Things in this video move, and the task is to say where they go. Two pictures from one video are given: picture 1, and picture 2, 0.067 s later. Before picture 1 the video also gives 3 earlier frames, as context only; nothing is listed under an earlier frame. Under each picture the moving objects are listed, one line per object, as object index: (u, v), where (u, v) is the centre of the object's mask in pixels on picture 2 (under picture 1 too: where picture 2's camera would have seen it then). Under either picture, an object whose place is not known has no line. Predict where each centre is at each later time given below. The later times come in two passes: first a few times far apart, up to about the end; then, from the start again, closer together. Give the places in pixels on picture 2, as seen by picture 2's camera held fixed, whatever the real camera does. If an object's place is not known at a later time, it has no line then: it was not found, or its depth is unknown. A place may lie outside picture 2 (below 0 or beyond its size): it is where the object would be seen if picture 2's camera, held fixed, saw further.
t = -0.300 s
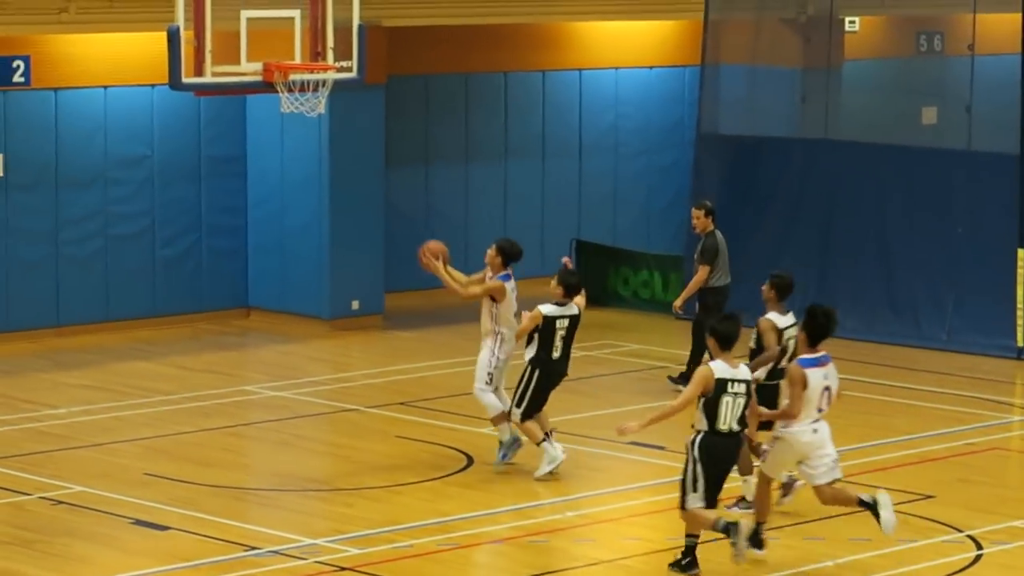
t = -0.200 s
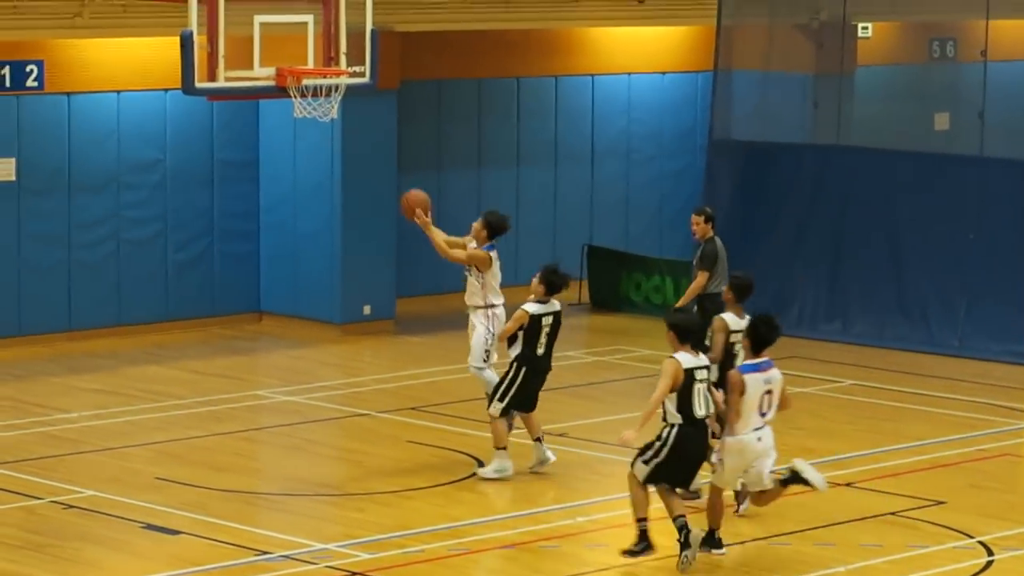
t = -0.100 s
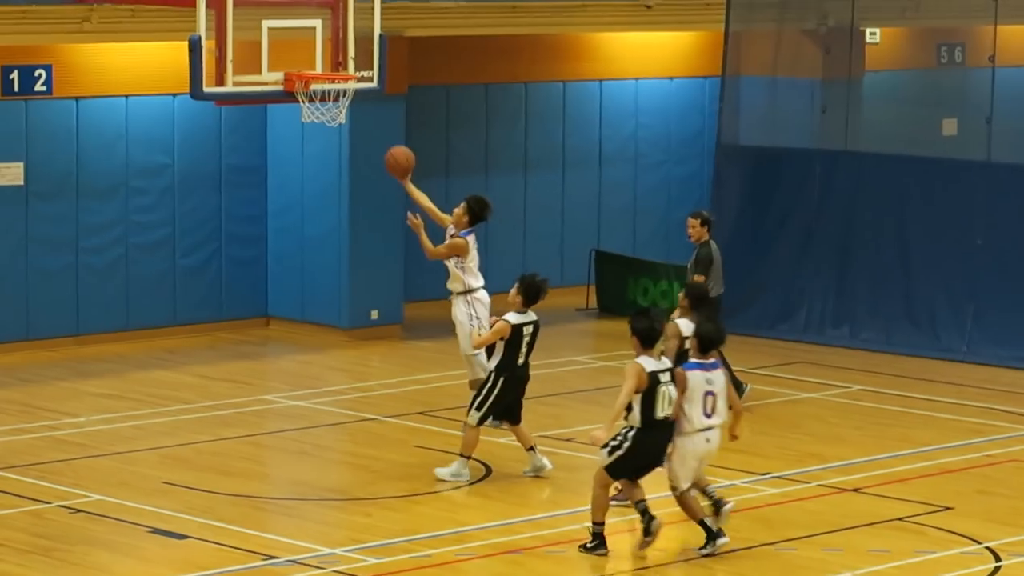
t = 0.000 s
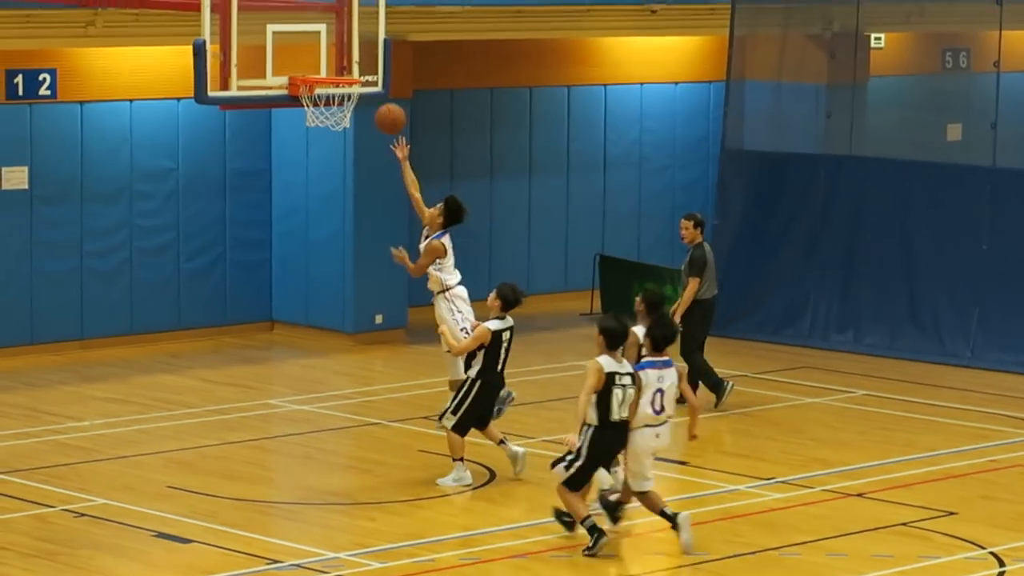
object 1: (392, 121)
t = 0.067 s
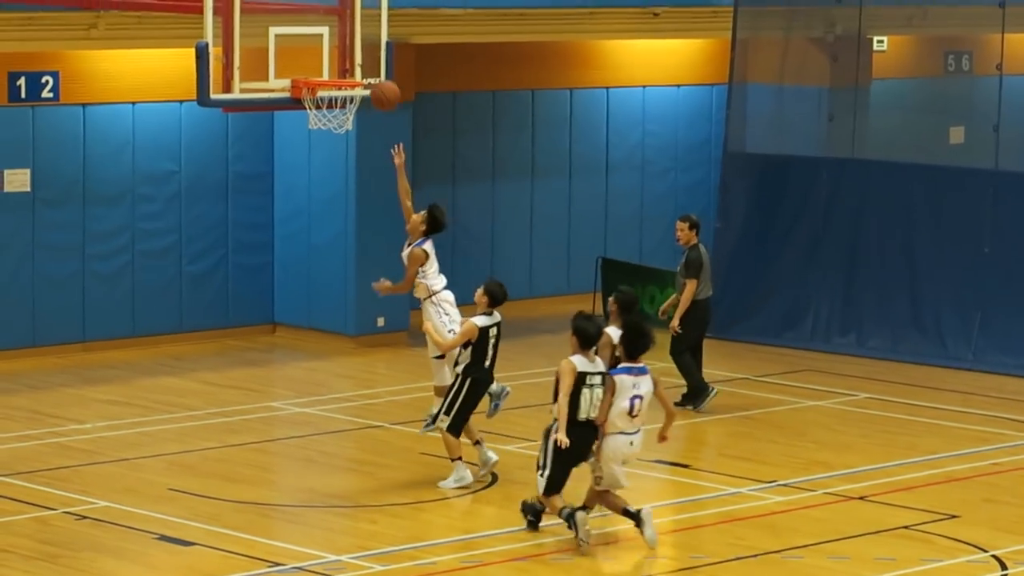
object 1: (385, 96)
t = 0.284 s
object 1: (360, 50)
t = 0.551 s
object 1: (329, 66)
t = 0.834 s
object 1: (352, 66)
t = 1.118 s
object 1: (354, 68)
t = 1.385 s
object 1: (332, 75)
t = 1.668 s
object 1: (308, 150)
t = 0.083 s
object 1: (383, 90)
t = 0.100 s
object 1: (381, 84)
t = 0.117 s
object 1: (379, 79)
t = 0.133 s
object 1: (377, 74)
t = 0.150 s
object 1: (375, 70)
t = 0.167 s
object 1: (373, 67)
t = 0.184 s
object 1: (371, 63)
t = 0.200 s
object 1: (369, 61)
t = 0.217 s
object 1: (367, 58)
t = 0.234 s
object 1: (364, 54)
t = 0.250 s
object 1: (363, 52)
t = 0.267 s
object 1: (361, 51)
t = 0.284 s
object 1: (360, 50)
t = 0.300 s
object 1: (358, 48)
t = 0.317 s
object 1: (355, 47)
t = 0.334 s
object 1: (354, 47)
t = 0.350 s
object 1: (352, 46)
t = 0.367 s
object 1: (349, 47)
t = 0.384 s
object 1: (347, 47)
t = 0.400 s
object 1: (345, 48)
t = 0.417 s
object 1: (343, 50)
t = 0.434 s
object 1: (341, 51)
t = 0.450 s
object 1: (339, 53)
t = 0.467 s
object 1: (337, 55)
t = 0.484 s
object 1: (335, 58)
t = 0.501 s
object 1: (333, 62)
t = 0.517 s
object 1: (331, 65)
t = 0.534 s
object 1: (329, 66)
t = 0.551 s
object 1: (329, 66)
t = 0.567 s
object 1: (331, 65)
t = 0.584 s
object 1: (332, 64)
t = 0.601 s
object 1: (334, 63)
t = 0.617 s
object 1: (335, 63)
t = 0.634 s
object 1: (339, 63)
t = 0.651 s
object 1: (340, 63)
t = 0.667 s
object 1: (342, 64)
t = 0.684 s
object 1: (344, 64)
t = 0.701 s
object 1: (346, 65)
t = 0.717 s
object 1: (346, 65)
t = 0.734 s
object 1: (347, 65)
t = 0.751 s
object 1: (348, 65)
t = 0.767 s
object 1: (350, 65)
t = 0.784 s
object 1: (350, 65)
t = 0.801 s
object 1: (351, 66)
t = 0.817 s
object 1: (351, 66)
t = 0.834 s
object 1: (352, 66)
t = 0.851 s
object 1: (353, 66)
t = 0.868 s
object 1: (353, 66)
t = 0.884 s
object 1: (353, 66)
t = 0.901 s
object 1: (354, 66)
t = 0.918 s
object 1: (354, 66)
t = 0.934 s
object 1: (354, 66)
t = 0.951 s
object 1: (355, 67)
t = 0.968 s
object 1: (355, 67)
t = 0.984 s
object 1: (355, 67)
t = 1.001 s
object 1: (355, 67)
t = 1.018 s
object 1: (355, 67)
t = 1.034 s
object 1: (355, 67)
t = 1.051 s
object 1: (355, 67)
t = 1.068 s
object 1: (355, 68)
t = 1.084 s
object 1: (355, 68)
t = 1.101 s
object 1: (354, 68)
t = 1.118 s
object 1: (354, 68)
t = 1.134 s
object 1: (353, 69)
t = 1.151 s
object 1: (353, 69)
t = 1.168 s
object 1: (352, 69)
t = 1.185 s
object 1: (351, 69)
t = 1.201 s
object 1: (350, 70)
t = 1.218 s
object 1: (349, 70)
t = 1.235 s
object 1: (348, 70)
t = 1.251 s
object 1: (346, 71)
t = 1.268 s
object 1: (345, 71)
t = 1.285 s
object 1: (343, 72)
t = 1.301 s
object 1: (341, 72)
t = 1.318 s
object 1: (339, 72)
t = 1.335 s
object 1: (337, 73)
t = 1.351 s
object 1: (336, 74)
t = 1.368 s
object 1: (334, 75)
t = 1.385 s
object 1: (332, 75)
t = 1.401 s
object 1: (331, 76)
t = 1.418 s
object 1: (329, 77)
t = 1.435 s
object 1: (328, 77)
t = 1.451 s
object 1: (323, 93)
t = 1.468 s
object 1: (325, 97)
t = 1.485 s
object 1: (323, 99)
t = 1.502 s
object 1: (321, 100)
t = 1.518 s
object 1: (319, 102)
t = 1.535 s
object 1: (317, 106)
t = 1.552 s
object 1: (315, 110)
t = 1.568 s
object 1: (314, 114)
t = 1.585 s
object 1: (312, 117)
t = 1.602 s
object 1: (312, 131)
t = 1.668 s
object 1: (308, 150)
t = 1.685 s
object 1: (306, 156)
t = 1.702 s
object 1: (305, 163)
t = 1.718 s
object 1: (304, 170)
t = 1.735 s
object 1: (303, 178)
